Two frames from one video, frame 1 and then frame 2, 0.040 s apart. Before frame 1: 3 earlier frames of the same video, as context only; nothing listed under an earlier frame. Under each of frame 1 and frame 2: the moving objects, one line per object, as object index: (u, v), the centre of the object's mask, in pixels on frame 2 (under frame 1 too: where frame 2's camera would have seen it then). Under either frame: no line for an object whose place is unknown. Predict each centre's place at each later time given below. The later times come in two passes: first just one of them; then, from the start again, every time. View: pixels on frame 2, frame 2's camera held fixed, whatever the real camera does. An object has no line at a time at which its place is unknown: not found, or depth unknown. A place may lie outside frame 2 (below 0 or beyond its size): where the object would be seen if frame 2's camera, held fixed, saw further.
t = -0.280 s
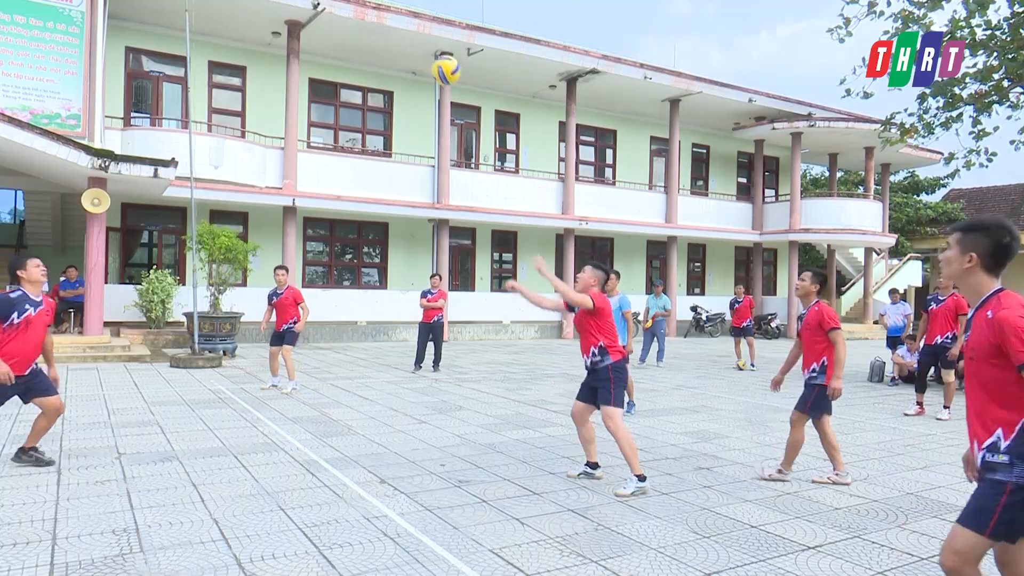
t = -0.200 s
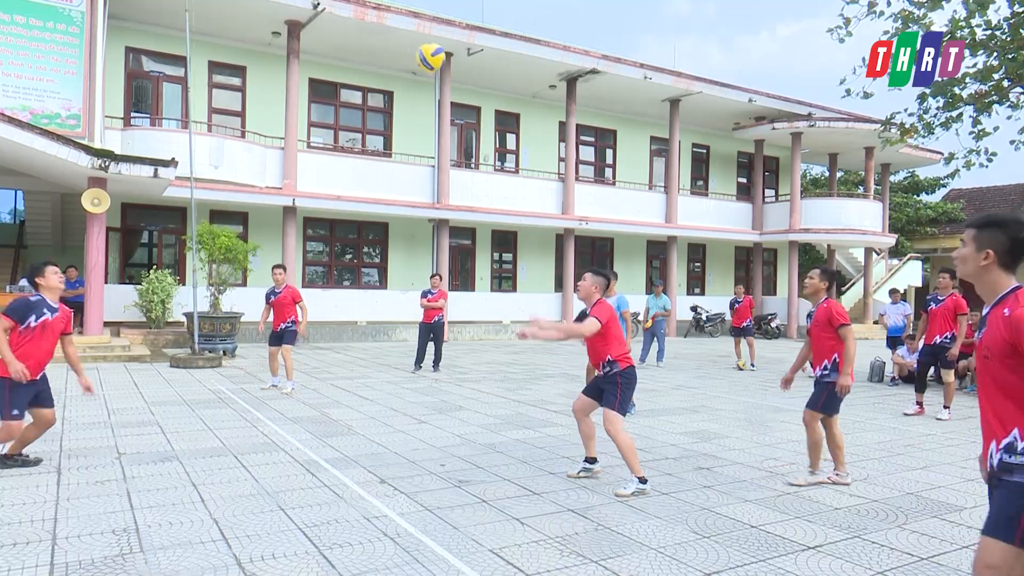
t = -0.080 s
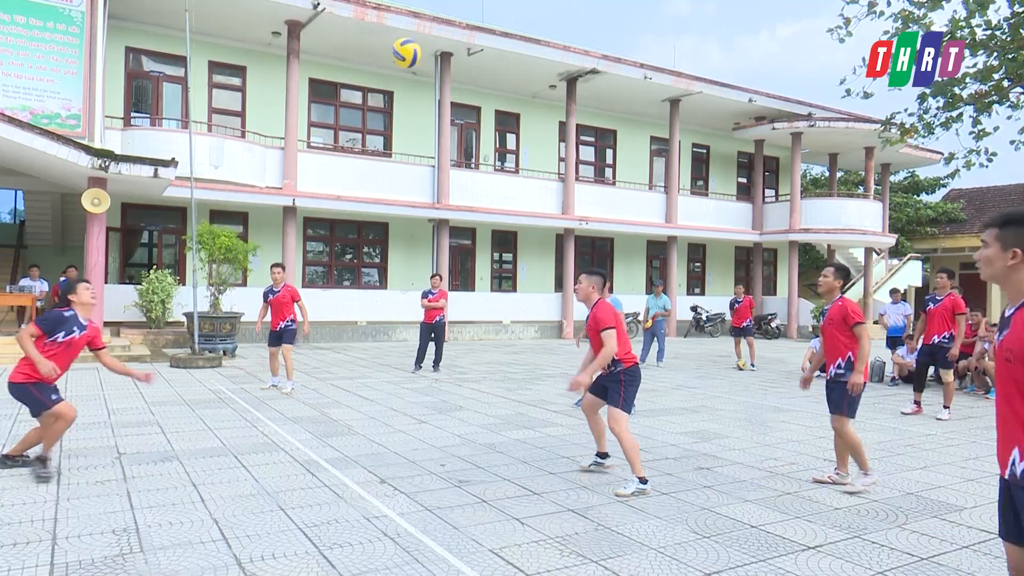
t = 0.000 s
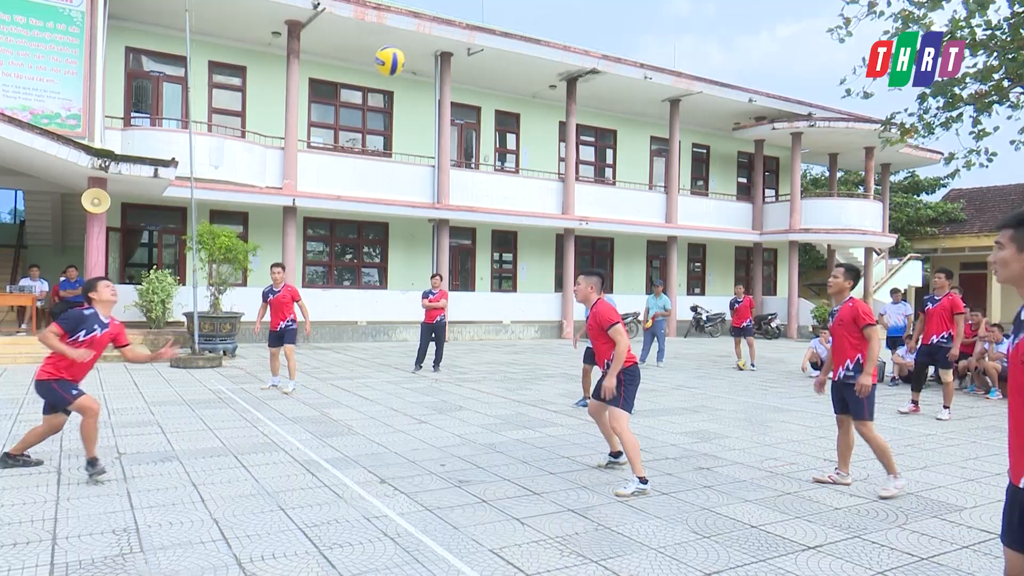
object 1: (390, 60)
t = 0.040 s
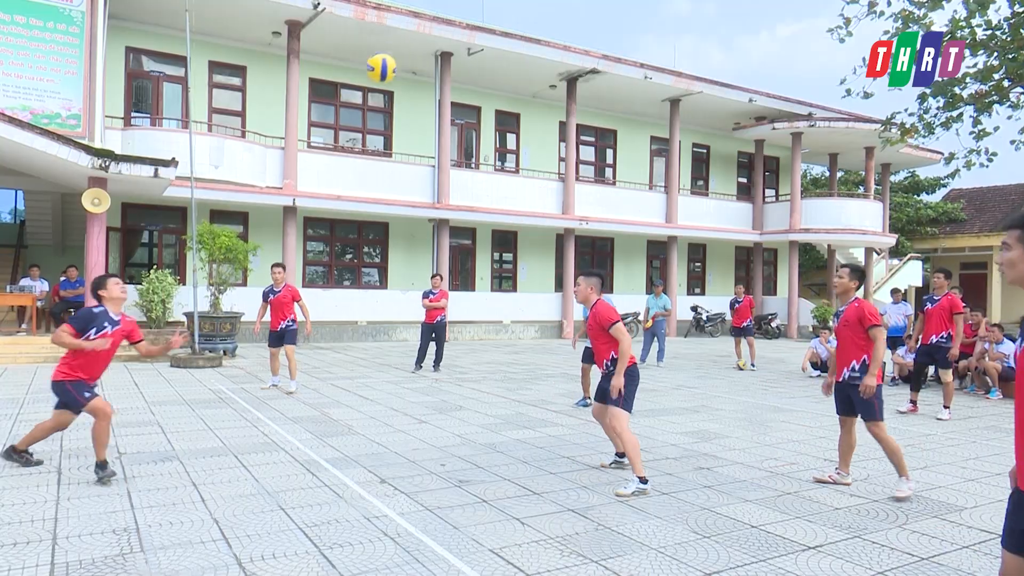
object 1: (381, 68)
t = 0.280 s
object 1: (330, 158)
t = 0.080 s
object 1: (373, 77)
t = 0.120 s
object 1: (364, 88)
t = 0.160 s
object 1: (355, 102)
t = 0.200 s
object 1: (347, 119)
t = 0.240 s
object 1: (338, 137)
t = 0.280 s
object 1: (330, 158)
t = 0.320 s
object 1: (321, 182)
